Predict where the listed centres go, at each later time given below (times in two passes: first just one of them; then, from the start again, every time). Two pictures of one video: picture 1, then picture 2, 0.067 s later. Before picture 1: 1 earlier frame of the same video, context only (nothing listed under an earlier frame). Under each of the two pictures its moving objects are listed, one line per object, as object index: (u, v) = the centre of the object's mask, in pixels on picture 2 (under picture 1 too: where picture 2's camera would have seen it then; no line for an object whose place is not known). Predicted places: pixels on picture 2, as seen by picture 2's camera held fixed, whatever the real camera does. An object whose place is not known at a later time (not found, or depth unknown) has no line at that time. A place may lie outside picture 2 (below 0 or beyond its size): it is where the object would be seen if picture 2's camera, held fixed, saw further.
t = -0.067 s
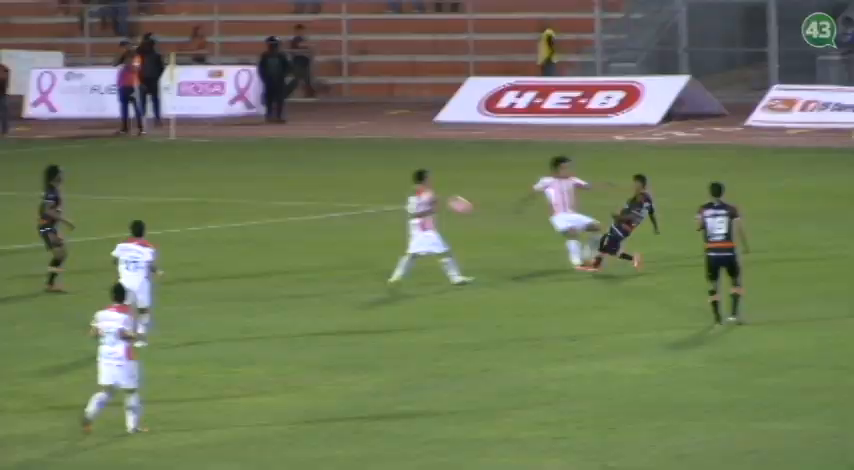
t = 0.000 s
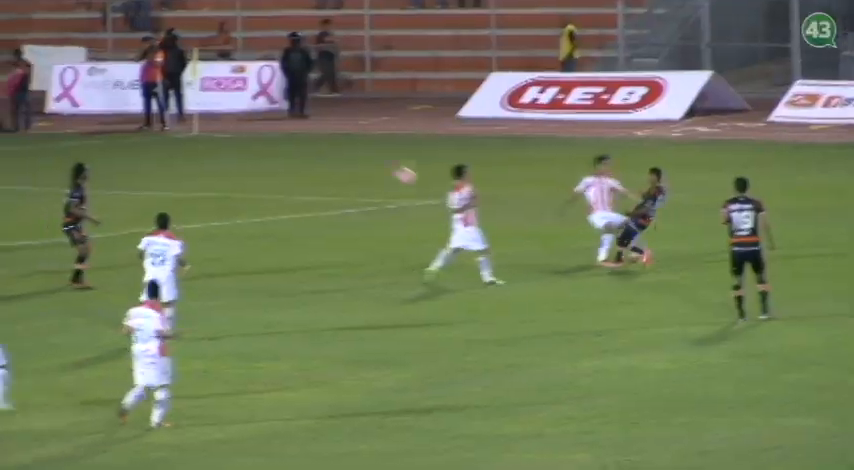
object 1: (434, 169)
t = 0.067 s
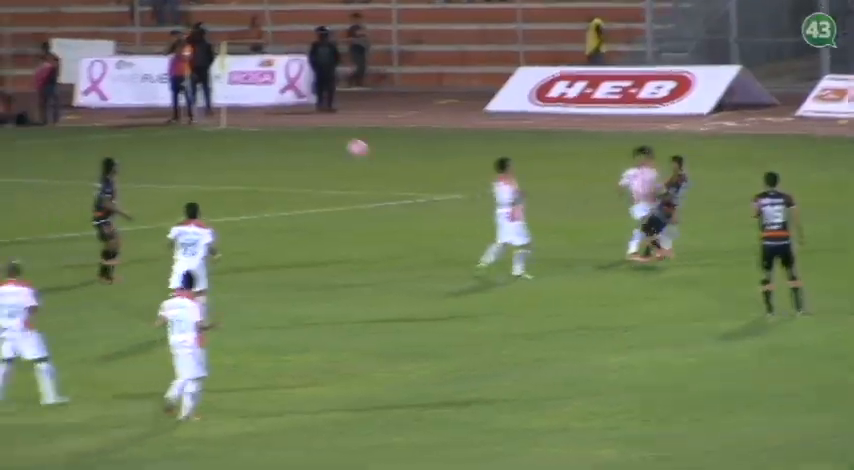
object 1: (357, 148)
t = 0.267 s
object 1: (140, 97)
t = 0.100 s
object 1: (320, 138)
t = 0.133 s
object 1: (283, 128)
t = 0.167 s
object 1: (246, 119)
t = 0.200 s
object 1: (209, 110)
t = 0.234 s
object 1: (172, 103)
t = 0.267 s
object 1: (140, 97)
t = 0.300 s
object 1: (102, 91)
